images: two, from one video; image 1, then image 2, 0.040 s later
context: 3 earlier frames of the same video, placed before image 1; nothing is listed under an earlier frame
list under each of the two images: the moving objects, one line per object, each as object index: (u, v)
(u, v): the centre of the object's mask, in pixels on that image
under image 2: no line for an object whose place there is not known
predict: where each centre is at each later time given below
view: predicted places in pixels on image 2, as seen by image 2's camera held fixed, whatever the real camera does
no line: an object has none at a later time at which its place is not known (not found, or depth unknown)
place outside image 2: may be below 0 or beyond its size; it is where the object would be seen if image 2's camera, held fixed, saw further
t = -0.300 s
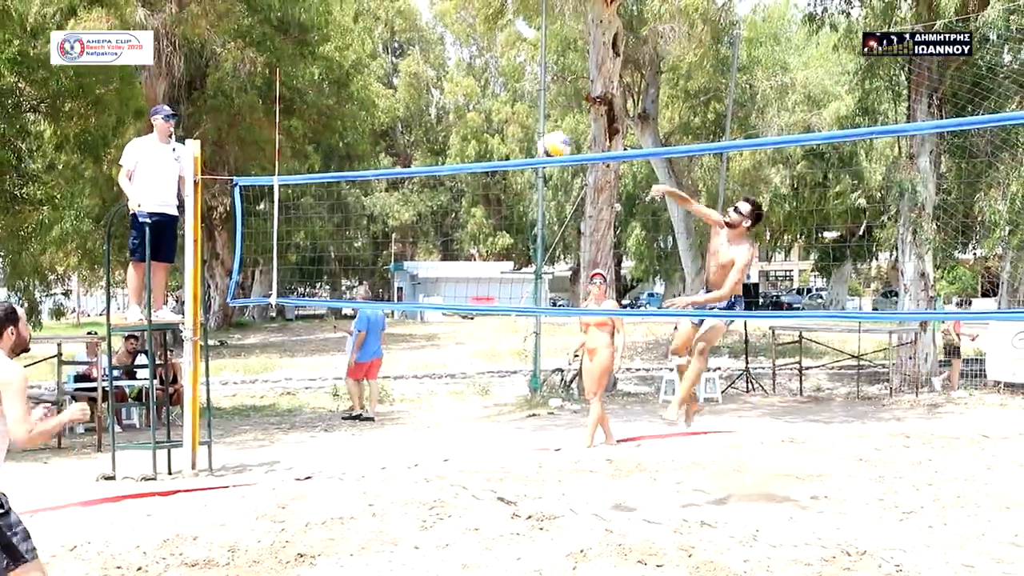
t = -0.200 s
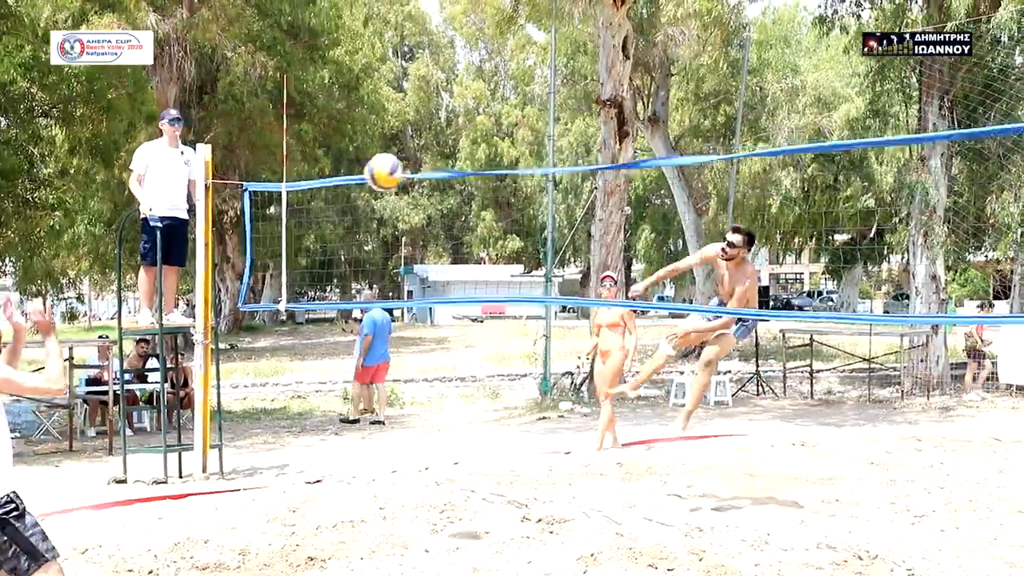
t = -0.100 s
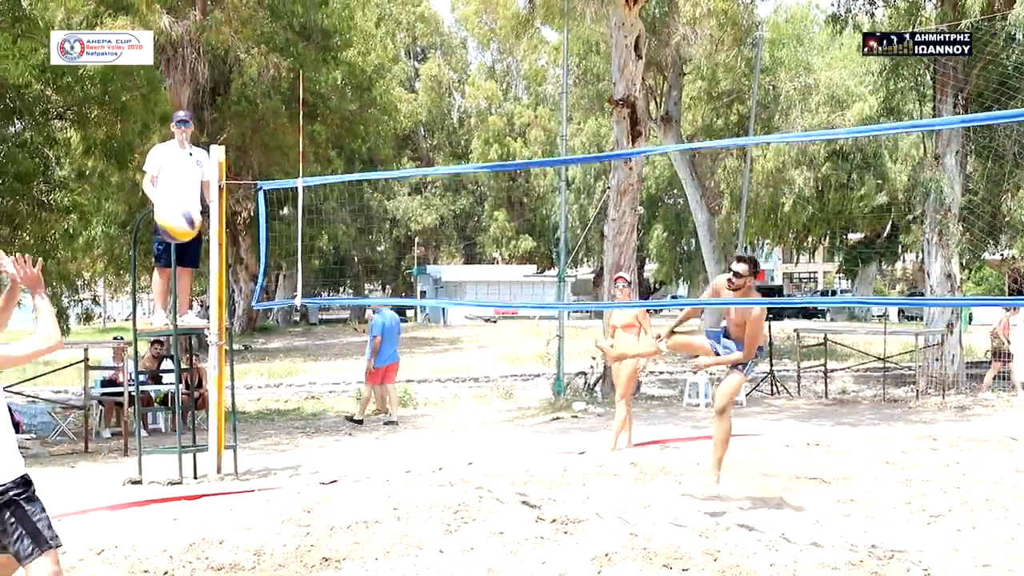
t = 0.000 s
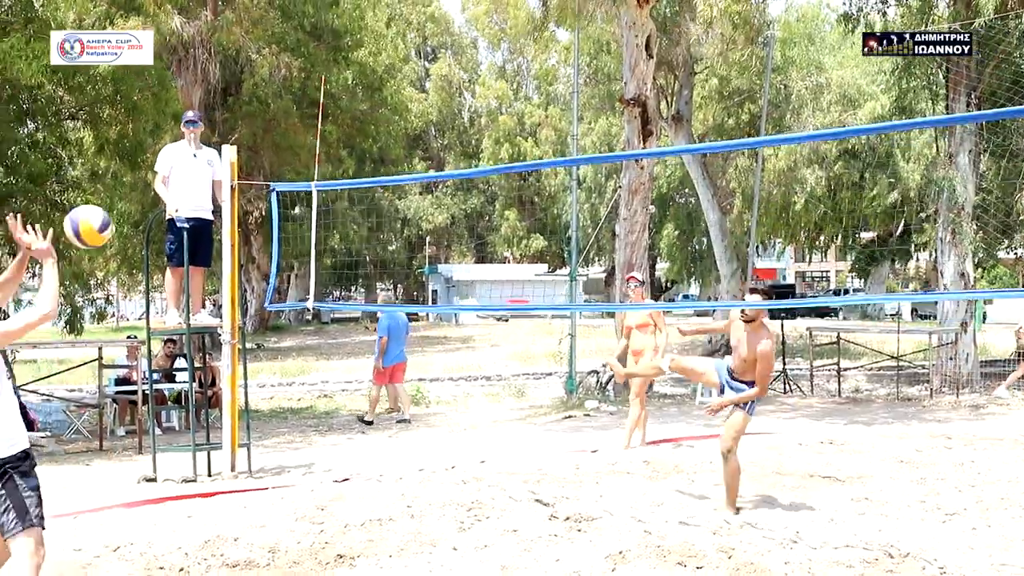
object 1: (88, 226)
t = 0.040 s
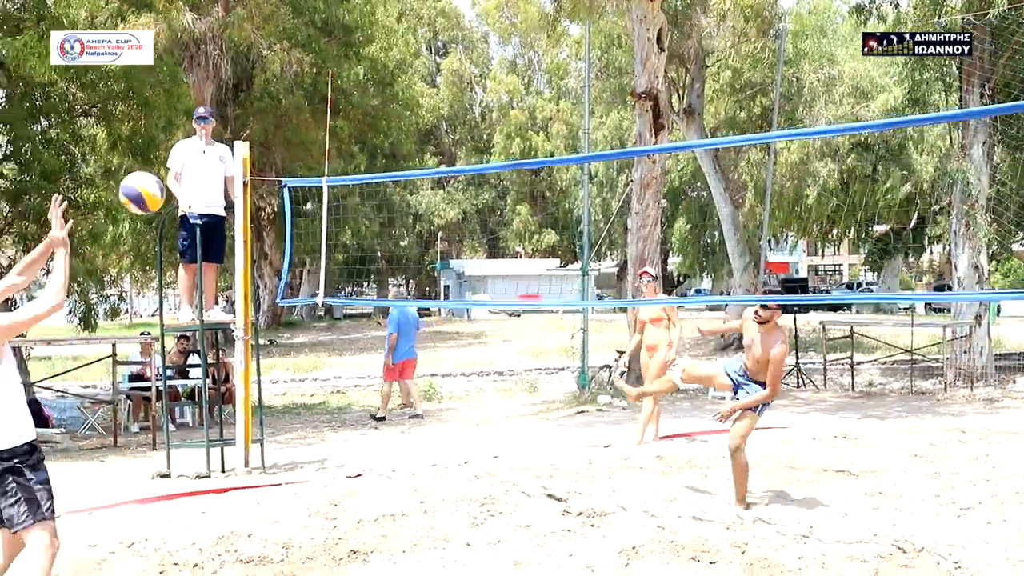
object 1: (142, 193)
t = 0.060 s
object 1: (161, 179)
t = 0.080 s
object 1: (180, 165)
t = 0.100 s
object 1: (200, 157)
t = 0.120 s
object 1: (217, 144)
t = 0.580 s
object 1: (539, 113)
